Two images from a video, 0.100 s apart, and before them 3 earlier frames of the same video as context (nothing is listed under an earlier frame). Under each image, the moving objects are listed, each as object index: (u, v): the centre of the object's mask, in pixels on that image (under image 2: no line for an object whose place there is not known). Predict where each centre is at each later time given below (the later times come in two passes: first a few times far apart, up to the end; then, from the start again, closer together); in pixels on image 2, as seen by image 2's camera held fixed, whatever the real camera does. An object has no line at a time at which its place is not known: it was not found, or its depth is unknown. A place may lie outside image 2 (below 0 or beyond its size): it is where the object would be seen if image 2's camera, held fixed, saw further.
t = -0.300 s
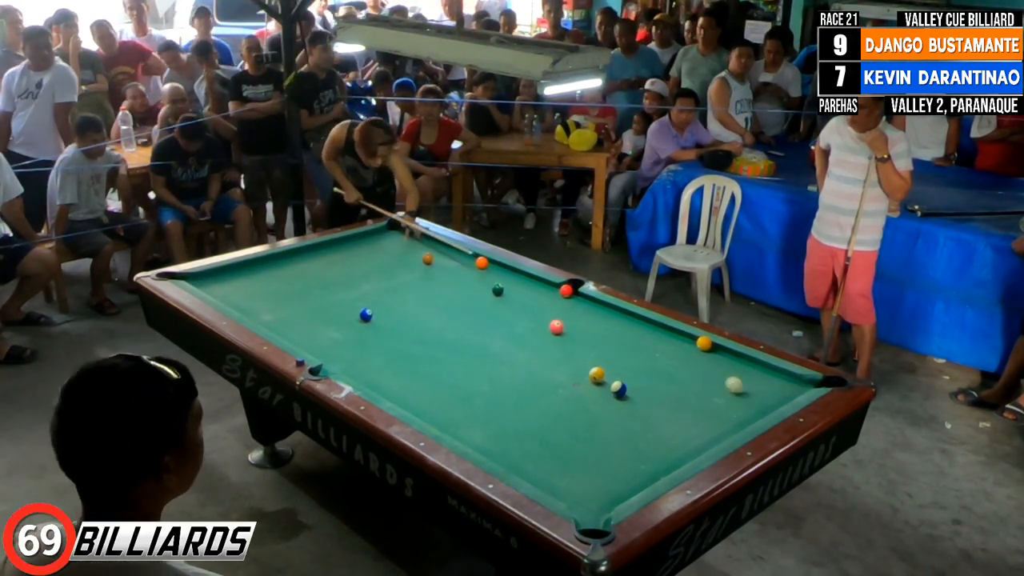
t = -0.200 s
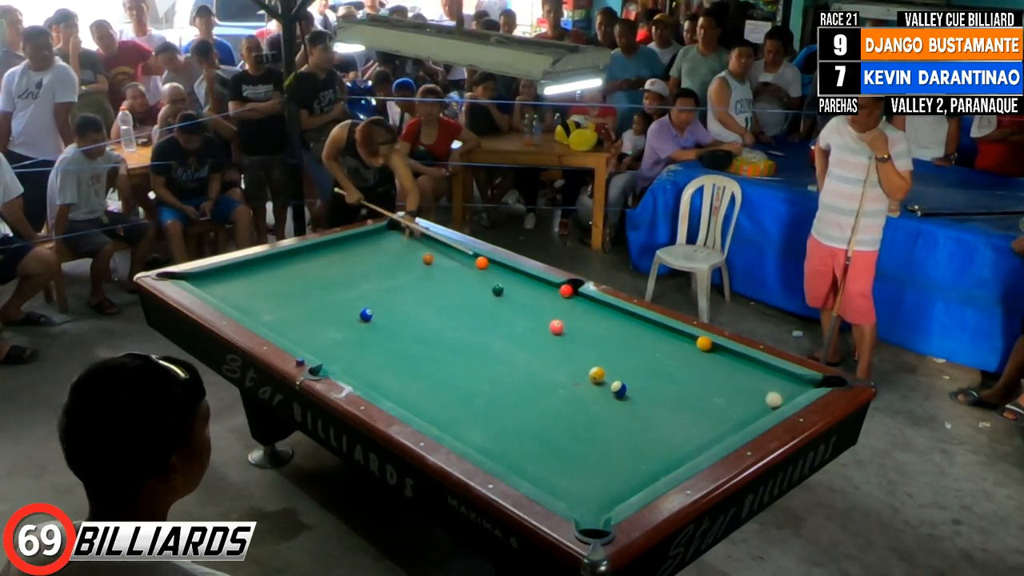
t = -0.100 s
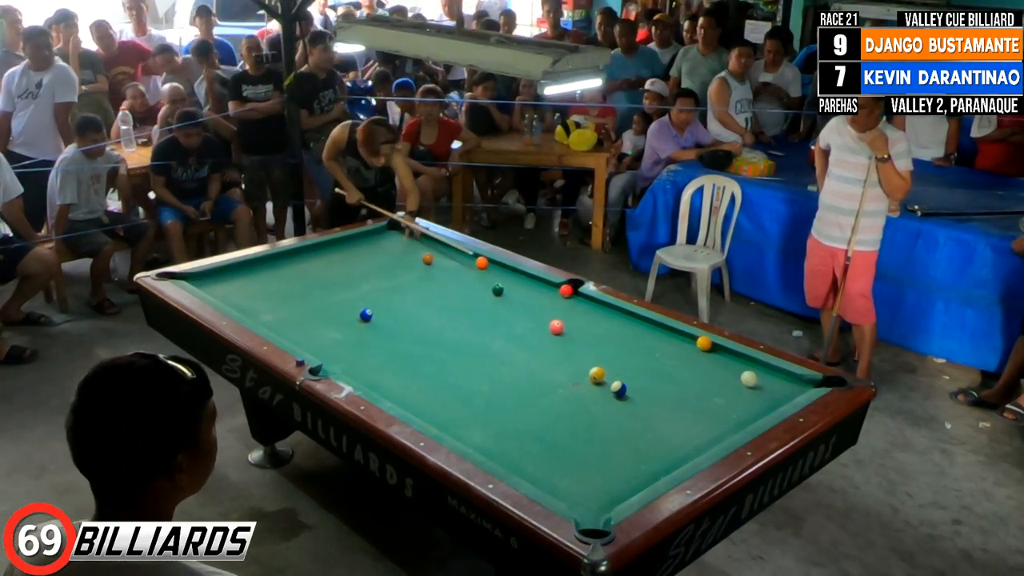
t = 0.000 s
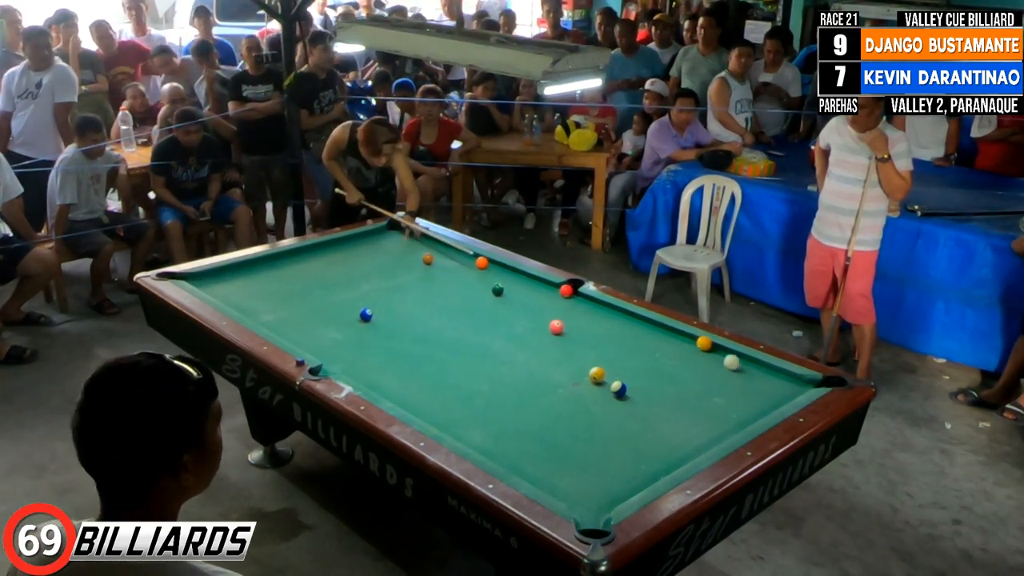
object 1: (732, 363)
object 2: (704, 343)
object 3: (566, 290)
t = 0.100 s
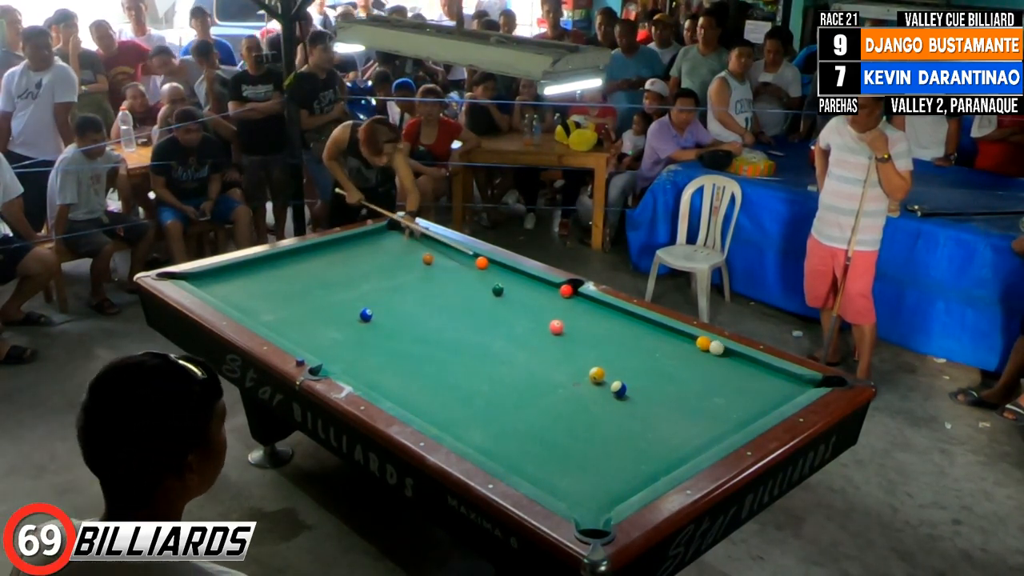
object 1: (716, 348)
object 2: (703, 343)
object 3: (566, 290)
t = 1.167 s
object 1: (585, 345)
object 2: (576, 295)
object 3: (565, 290)
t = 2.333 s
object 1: (467, 341)
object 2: (563, 290)
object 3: (511, 270)
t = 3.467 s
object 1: (379, 338)
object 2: (563, 289)
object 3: (488, 262)
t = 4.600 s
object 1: (318, 335)
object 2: (563, 289)
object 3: (487, 262)
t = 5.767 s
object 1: (285, 332)
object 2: (563, 289)
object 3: (487, 262)
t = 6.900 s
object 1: (278, 330)
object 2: (563, 289)
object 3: (487, 262)
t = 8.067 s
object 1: (278, 330)
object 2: (563, 289)
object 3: (487, 262)
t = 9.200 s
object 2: (563, 289)
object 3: (487, 262)
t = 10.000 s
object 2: (563, 289)
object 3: (487, 262)
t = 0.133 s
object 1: (712, 348)
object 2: (697, 340)
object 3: (566, 290)
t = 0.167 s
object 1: (708, 349)
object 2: (691, 338)
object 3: (566, 290)
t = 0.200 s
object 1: (704, 349)
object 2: (686, 336)
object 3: (566, 290)
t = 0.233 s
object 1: (700, 348)
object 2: (682, 335)
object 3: (566, 290)
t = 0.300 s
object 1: (691, 348)
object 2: (673, 331)
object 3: (566, 290)
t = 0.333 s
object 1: (686, 348)
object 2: (669, 330)
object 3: (566, 290)
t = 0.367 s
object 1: (682, 348)
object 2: (664, 328)
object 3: (566, 290)
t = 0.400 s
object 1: (678, 348)
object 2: (660, 326)
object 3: (566, 290)
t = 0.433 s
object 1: (674, 348)
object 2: (656, 325)
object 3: (566, 290)
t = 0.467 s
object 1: (670, 348)
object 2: (652, 323)
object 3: (566, 290)
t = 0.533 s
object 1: (661, 348)
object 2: (644, 320)
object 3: (566, 290)
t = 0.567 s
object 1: (657, 347)
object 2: (640, 319)
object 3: (566, 290)
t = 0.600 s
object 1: (652, 347)
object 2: (636, 317)
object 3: (566, 290)
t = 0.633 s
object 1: (648, 347)
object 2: (632, 316)
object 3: (566, 290)
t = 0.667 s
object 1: (644, 347)
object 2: (628, 314)
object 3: (566, 290)
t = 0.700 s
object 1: (640, 347)
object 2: (624, 313)
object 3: (566, 290)
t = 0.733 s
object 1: (636, 347)
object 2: (621, 311)
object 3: (566, 290)
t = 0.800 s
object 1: (628, 347)
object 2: (614, 309)
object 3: (566, 290)
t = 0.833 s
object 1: (624, 346)
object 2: (610, 307)
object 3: (566, 290)
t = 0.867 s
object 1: (620, 346)
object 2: (606, 306)
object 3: (566, 290)
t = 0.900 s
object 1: (616, 346)
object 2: (602, 305)
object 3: (566, 290)
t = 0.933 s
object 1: (612, 346)
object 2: (599, 303)
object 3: (566, 290)
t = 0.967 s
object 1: (609, 346)
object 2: (596, 302)
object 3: (566, 290)
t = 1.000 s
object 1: (605, 346)
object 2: (592, 301)
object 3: (566, 290)
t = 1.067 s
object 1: (597, 346)
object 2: (585, 299)
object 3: (566, 290)
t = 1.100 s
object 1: (593, 346)
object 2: (582, 297)
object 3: (566, 290)
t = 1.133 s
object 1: (589, 345)
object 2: (579, 296)
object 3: (566, 290)
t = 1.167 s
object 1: (585, 345)
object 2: (576, 295)
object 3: (565, 290)
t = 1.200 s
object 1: (582, 345)
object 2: (575, 294)
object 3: (563, 289)
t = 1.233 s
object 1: (578, 345)
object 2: (574, 294)
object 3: (561, 289)
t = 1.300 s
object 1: (570, 345)
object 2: (573, 294)
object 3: (558, 288)
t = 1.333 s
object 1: (566, 345)
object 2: (573, 294)
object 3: (556, 287)
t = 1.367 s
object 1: (563, 344)
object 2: (572, 293)
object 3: (554, 286)
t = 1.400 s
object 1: (559, 344)
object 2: (572, 293)
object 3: (552, 286)
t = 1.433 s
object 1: (556, 344)
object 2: (571, 293)
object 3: (550, 285)
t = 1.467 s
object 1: (552, 344)
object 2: (571, 293)
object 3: (549, 284)
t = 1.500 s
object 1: (548, 344)
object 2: (570, 293)
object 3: (547, 284)
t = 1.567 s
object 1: (541, 343)
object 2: (569, 292)
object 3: (544, 282)
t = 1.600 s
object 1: (538, 343)
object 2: (569, 292)
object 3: (542, 282)
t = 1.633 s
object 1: (534, 343)
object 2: (569, 292)
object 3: (540, 281)
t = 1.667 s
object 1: (531, 343)
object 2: (568, 292)
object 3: (539, 280)
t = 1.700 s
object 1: (527, 343)
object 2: (568, 291)
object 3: (537, 280)
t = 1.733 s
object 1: (524, 343)
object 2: (567, 291)
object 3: (536, 279)
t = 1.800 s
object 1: (517, 343)
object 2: (567, 291)
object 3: (533, 278)
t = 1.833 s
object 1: (514, 343)
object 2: (566, 291)
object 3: (531, 277)
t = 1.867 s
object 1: (510, 342)
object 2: (566, 291)
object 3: (530, 276)
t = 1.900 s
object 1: (508, 342)
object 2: (566, 290)
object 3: (529, 276)
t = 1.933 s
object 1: (505, 342)
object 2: (566, 291)
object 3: (527, 276)
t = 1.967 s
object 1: (502, 342)
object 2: (565, 290)
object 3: (526, 275)
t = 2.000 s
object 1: (499, 342)
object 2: (565, 290)
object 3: (525, 275)
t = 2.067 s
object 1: (492, 342)
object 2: (565, 290)
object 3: (522, 274)
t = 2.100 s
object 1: (489, 342)
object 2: (564, 290)
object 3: (521, 273)
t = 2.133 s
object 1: (486, 342)
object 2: (564, 290)
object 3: (519, 273)
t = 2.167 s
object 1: (483, 341)
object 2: (564, 290)
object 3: (518, 272)
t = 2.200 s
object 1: (479, 341)
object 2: (564, 290)
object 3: (517, 272)
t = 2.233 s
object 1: (477, 341)
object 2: (564, 290)
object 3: (515, 271)
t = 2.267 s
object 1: (473, 341)
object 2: (564, 290)
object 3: (514, 271)
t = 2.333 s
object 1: (467, 341)
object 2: (563, 290)
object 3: (511, 270)
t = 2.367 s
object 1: (464, 341)
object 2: (563, 290)
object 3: (510, 270)
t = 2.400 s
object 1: (462, 341)
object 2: (563, 290)
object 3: (509, 269)
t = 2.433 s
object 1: (458, 341)
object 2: (563, 290)
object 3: (508, 269)
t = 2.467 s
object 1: (455, 341)
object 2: (563, 290)
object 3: (507, 268)
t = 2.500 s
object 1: (453, 340)
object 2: (563, 290)
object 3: (506, 268)
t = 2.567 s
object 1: (447, 340)
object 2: (563, 289)
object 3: (504, 267)
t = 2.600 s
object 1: (444, 340)
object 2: (563, 289)
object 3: (503, 266)
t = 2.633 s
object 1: (441, 340)
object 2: (563, 289)
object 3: (501, 266)
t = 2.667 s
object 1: (438, 340)
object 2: (563, 289)
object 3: (501, 266)
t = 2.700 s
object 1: (436, 340)
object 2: (563, 289)
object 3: (500, 265)
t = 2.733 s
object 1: (433, 340)
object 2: (563, 289)
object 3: (499, 265)
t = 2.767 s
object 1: (430, 340)
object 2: (563, 289)
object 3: (498, 265)
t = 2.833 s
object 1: (425, 340)
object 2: (563, 289)
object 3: (496, 264)
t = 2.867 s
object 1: (422, 340)
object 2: (563, 289)
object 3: (495, 264)
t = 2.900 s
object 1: (420, 339)
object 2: (563, 289)
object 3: (494, 263)
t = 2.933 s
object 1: (417, 339)
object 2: (563, 290)
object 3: (493, 263)
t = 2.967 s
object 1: (414, 339)
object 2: (563, 290)
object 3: (493, 263)
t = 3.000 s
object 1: (412, 339)
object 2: (563, 290)
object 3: (493, 263)
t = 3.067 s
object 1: (407, 339)
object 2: (563, 290)
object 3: (492, 263)
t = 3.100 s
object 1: (404, 339)
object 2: (563, 289)
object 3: (491, 263)
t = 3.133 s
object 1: (402, 339)
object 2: (563, 289)
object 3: (491, 262)
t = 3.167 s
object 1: (399, 338)
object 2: (563, 289)
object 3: (490, 262)
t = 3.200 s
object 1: (397, 338)
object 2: (563, 289)
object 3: (490, 262)
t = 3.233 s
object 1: (395, 338)
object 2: (563, 289)
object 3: (489, 262)
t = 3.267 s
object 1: (393, 338)
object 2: (563, 289)
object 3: (489, 262)
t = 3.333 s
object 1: (388, 338)
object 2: (563, 289)
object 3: (489, 262)
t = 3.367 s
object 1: (385, 338)
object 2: (563, 289)
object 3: (488, 262)
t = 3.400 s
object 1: (383, 338)
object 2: (563, 289)
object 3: (488, 262)
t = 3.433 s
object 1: (381, 338)
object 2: (563, 289)
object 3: (488, 262)
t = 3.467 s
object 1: (379, 338)
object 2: (563, 289)
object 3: (488, 262)
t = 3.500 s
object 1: (377, 338)
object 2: (563, 289)
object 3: (488, 262)
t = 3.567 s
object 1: (372, 337)
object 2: (563, 289)
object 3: (487, 262)
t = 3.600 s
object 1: (370, 337)
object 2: (563, 289)
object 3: (487, 262)
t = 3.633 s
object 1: (368, 337)
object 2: (563, 289)
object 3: (487, 262)
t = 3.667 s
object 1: (366, 337)
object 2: (563, 289)
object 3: (487, 262)
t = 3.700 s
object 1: (364, 337)
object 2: (563, 289)
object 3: (487, 262)
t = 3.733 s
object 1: (362, 337)
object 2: (563, 289)
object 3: (487, 262)
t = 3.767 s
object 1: (360, 337)
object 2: (563, 289)
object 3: (487, 262)
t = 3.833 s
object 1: (356, 337)
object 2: (563, 289)
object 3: (486, 262)
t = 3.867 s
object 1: (354, 337)
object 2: (563, 289)
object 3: (487, 262)
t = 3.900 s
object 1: (352, 336)
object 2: (563, 289)
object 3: (487, 262)
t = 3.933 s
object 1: (351, 336)
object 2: (563, 289)
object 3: (487, 262)
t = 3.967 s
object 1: (349, 336)
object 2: (563, 289)
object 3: (487, 262)
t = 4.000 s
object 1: (347, 336)
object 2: (563, 289)
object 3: (487, 262)
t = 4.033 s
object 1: (345, 336)
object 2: (563, 290)
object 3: (487, 262)
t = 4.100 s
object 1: (342, 336)
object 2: (563, 289)
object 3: (487, 262)
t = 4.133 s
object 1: (340, 336)
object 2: (563, 289)
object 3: (487, 262)
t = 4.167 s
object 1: (338, 336)
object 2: (563, 289)
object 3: (487, 262)
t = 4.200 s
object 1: (336, 336)
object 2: (563, 289)
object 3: (487, 262)
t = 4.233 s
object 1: (335, 336)
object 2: (563, 289)
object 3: (487, 262)
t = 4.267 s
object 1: (333, 336)
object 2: (563, 289)
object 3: (487, 262)
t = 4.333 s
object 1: (330, 335)
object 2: (563, 289)
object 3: (487, 262)
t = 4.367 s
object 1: (328, 335)
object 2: (563, 289)
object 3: (487, 262)
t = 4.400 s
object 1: (326, 335)
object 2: (563, 289)
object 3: (487, 262)
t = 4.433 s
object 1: (325, 335)
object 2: (563, 289)
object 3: (487, 262)
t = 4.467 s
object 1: (324, 335)
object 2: (563, 290)
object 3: (487, 262)
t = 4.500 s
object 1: (322, 335)
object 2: (563, 289)
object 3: (487, 262)
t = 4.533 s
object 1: (321, 335)
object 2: (563, 289)
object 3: (487, 262)
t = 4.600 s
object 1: (318, 335)
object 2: (563, 289)
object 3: (487, 262)
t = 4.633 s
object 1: (316, 335)
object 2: (563, 289)
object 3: (487, 262)
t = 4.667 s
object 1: (315, 335)
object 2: (563, 290)
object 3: (487, 262)
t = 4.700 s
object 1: (314, 334)
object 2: (563, 289)
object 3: (487, 262)
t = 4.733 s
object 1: (312, 334)
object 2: (563, 289)
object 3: (487, 262)
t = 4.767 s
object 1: (311, 334)
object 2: (563, 289)
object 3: (487, 262)
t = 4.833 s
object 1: (309, 334)
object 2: (563, 289)
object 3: (487, 262)
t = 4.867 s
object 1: (308, 334)
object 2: (563, 290)
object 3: (487, 262)
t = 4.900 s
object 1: (307, 334)
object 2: (563, 290)
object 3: (487, 262)
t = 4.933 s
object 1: (306, 334)
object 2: (563, 289)
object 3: (487, 262)
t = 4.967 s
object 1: (304, 334)
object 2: (563, 290)
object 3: (487, 262)
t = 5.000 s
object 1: (303, 334)
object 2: (563, 290)
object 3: (487, 262)
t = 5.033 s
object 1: (302, 334)
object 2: (563, 289)
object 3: (487, 262)
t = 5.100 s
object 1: (300, 334)
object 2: (563, 290)
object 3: (487, 262)
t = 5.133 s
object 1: (299, 333)
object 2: (563, 290)
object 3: (487, 262)
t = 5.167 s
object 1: (298, 334)
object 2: (563, 290)
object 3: (487, 262)
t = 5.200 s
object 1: (297, 333)
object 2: (563, 290)
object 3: (487, 262)
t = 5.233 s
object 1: (296, 333)
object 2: (563, 290)
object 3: (487, 262)
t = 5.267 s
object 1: (296, 333)
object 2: (563, 290)
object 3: (487, 262)
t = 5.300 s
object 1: (295, 333)
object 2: (563, 290)
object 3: (487, 262)
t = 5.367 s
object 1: (293, 333)
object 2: (563, 290)
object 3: (487, 262)
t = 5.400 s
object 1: (292, 333)
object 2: (563, 290)
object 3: (487, 262)
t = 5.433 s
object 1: (291, 333)
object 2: (563, 290)
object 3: (487, 262)
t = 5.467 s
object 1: (290, 333)
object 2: (563, 289)
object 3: (487, 262)
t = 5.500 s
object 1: (290, 333)
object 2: (563, 289)
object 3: (487, 262)
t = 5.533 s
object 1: (289, 333)
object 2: (563, 289)
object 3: (487, 262)
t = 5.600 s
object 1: (288, 332)
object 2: (563, 289)
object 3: (487, 262)
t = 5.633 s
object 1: (287, 332)
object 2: (563, 289)
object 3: (487, 262)
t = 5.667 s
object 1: (286, 332)
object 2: (563, 289)
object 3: (487, 262)
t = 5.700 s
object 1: (286, 332)
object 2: (563, 289)
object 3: (487, 262)
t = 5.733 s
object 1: (285, 332)
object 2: (563, 289)
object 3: (487, 262)
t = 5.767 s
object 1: (285, 332)
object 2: (563, 289)
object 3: (487, 262)
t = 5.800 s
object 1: (284, 332)
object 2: (563, 289)
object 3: (487, 262)
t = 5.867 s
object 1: (283, 331)
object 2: (563, 289)
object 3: (487, 262)
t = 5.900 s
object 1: (283, 331)
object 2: (563, 289)
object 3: (487, 262)
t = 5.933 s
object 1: (282, 331)
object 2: (563, 289)
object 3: (487, 262)
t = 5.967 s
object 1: (282, 331)
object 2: (563, 289)
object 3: (487, 262)
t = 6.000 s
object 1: (282, 331)
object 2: (563, 289)
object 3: (487, 262)
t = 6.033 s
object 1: (281, 331)
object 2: (563, 289)
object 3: (487, 262)
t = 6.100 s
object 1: (280, 331)
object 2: (563, 289)
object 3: (487, 262)
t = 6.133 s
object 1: (280, 331)
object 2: (563, 289)
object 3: (487, 262)
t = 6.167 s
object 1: (280, 330)
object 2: (563, 289)
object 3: (487, 262)
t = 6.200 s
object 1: (280, 331)
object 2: (563, 289)
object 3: (487, 262)
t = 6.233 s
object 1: (279, 330)
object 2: (563, 289)
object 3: (487, 262)
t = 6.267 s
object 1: (279, 330)
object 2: (563, 289)
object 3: (487, 262)
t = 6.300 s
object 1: (279, 330)
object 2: (563, 289)
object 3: (487, 262)
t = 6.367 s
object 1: (278, 330)
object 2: (563, 290)
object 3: (487, 262)
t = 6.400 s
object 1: (278, 330)
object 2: (563, 290)
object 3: (487, 262)
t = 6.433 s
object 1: (278, 330)
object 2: (563, 289)
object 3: (487, 262)
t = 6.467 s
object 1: (278, 330)
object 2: (563, 290)
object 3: (487, 262)
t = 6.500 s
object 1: (278, 330)
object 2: (563, 289)
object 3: (487, 262)
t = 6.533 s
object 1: (278, 330)
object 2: (563, 289)
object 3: (487, 262)
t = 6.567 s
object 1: (278, 330)
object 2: (563, 290)
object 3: (487, 262)
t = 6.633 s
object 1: (278, 330)
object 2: (563, 289)
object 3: (487, 262)
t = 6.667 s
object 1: (278, 330)
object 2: (563, 289)
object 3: (487, 262)
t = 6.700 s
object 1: (278, 330)
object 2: (563, 290)
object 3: (487, 262)
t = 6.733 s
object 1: (278, 330)
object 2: (563, 290)
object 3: (487, 262)
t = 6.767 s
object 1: (278, 330)
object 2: (563, 289)
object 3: (487, 262)
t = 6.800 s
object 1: (278, 330)
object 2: (563, 289)
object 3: (487, 262)
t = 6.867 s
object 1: (278, 330)
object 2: (563, 289)
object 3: (487, 262)
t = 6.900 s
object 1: (278, 330)
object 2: (563, 289)
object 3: (487, 262)
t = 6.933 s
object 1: (278, 330)
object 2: (563, 289)
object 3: (487, 262)
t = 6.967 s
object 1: (278, 330)
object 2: (563, 289)
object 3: (487, 262)
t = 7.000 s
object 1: (278, 330)
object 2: (563, 289)
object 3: (487, 262)
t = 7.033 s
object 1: (278, 330)
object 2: (563, 289)
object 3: (487, 262)
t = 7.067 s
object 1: (278, 330)
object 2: (563, 289)
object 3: (487, 262)
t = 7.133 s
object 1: (278, 330)
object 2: (563, 289)
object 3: (487, 262)
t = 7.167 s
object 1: (278, 330)
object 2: (563, 289)
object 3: (487, 262)
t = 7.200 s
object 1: (278, 330)
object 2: (563, 289)
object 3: (487, 262)
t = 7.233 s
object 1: (278, 330)
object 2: (563, 289)
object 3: (487, 262)
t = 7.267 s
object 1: (278, 330)
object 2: (563, 289)
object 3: (487, 262)
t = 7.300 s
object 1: (278, 330)
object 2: (563, 289)
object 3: (487, 262)
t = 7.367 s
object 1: (278, 330)
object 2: (563, 289)
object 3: (487, 262)
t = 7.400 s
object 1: (278, 330)
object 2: (563, 289)
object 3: (487, 262)
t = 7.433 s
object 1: (278, 330)
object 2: (563, 289)
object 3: (487, 262)
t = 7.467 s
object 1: (278, 330)
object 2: (563, 289)
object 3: (487, 262)
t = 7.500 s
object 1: (278, 330)
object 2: (563, 289)
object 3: (487, 262)
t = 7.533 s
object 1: (278, 330)
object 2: (563, 289)
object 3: (487, 262)
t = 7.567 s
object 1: (278, 330)
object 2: (563, 289)
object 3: (487, 262)
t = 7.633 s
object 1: (278, 330)
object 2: (563, 289)
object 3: (487, 262)
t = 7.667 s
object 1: (278, 330)
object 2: (563, 289)
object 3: (487, 262)
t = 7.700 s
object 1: (278, 330)
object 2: (563, 289)
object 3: (487, 262)
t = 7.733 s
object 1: (278, 330)
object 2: (563, 289)
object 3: (487, 262)
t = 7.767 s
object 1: (278, 330)
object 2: (563, 289)
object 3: (487, 262)
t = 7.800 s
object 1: (278, 330)
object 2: (563, 289)
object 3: (487, 262)
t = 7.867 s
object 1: (278, 330)
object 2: (563, 289)
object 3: (487, 262)
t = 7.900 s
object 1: (278, 330)
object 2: (563, 289)
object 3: (487, 262)
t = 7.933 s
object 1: (278, 330)
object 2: (563, 289)
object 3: (487, 262)
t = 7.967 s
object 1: (278, 330)
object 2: (563, 289)
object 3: (487, 262)
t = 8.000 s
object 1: (278, 330)
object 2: (563, 289)
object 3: (487, 262)
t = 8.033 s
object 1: (278, 330)
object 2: (563, 289)
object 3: (487, 262)
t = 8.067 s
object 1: (278, 330)
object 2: (563, 289)
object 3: (487, 262)
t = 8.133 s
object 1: (278, 330)
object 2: (563, 289)
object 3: (487, 262)
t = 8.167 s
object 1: (278, 330)
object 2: (563, 289)
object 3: (487, 262)
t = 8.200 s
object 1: (278, 330)
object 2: (563, 289)
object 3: (487, 262)
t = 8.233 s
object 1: (278, 330)
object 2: (563, 289)
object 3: (487, 262)
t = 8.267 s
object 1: (278, 330)
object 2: (563, 289)
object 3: (487, 262)
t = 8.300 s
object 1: (278, 330)
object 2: (563, 289)
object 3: (487, 262)
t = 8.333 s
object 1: (278, 330)
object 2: (563, 289)
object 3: (487, 262)
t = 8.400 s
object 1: (278, 330)
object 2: (563, 289)
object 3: (487, 262)
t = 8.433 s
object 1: (278, 330)
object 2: (563, 289)
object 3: (487, 262)
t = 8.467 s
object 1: (278, 330)
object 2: (563, 289)
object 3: (487, 262)
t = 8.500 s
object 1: (278, 330)
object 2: (563, 289)
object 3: (487, 262)
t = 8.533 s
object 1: (278, 330)
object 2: (563, 289)
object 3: (487, 262)
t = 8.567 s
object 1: (278, 330)
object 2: (563, 289)
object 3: (487, 262)
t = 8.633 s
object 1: (278, 330)
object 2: (563, 289)
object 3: (487, 262)
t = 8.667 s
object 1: (278, 330)
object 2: (563, 289)
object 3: (487, 262)
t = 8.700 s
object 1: (278, 330)
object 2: (563, 289)
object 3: (487, 262)
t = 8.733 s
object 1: (278, 330)
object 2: (563, 289)
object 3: (487, 262)
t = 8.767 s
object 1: (278, 330)
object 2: (563, 289)
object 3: (487, 262)
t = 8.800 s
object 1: (278, 330)
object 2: (563, 289)
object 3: (487, 262)
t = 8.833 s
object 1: (278, 330)
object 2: (563, 289)
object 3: (487, 262)
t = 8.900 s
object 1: (278, 330)
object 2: (563, 289)
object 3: (487, 262)
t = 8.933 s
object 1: (278, 330)
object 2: (563, 289)
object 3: (487, 262)
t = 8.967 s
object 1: (278, 330)
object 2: (563, 289)
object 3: (487, 262)
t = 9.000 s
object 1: (278, 330)
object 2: (563, 289)
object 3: (487, 262)
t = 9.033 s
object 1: (278, 330)
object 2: (563, 289)
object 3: (487, 262)
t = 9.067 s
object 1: (278, 330)
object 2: (563, 289)
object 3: (487, 262)
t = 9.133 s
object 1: (278, 330)
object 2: (563, 289)
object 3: (487, 262)
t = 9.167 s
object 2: (563, 289)
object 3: (487, 262)
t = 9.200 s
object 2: (563, 289)
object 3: (487, 262)
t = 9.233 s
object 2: (563, 289)
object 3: (487, 262)
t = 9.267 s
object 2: (564, 289)
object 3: (487, 262)
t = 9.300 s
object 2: (563, 289)
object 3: (487, 262)
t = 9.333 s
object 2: (563, 289)
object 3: (487, 262)
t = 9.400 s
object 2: (563, 289)
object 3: (487, 262)
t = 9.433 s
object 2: (563, 289)
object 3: (487, 262)
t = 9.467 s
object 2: (563, 289)
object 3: (487, 262)
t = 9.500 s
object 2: (563, 289)
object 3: (487, 262)
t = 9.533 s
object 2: (563, 289)
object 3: (487, 262)
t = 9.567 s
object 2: (563, 289)
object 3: (487, 262)
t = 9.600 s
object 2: (563, 289)
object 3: (487, 262)
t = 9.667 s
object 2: (563, 289)
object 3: (487, 262)
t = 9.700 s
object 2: (563, 289)
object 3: (487, 262)
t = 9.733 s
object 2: (563, 289)
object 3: (487, 262)
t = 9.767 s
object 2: (563, 289)
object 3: (487, 262)
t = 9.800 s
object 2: (563, 289)
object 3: (487, 262)
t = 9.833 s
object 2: (563, 289)
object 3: (487, 262)
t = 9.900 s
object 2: (563, 289)
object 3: (487, 262)
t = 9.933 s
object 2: (563, 289)
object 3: (487, 262)
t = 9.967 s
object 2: (563, 289)
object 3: (487, 262)
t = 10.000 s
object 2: (563, 289)
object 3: (487, 262)
